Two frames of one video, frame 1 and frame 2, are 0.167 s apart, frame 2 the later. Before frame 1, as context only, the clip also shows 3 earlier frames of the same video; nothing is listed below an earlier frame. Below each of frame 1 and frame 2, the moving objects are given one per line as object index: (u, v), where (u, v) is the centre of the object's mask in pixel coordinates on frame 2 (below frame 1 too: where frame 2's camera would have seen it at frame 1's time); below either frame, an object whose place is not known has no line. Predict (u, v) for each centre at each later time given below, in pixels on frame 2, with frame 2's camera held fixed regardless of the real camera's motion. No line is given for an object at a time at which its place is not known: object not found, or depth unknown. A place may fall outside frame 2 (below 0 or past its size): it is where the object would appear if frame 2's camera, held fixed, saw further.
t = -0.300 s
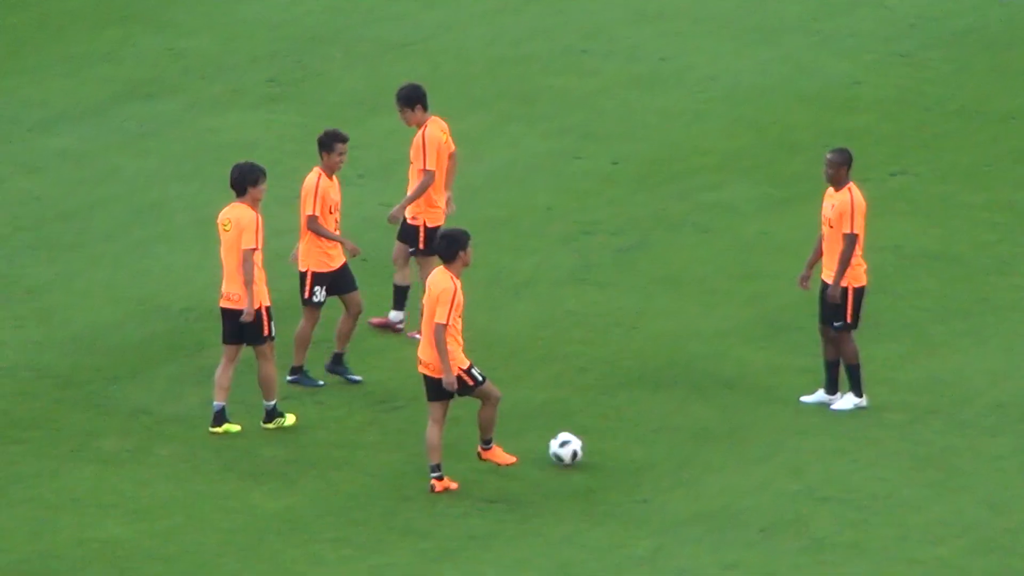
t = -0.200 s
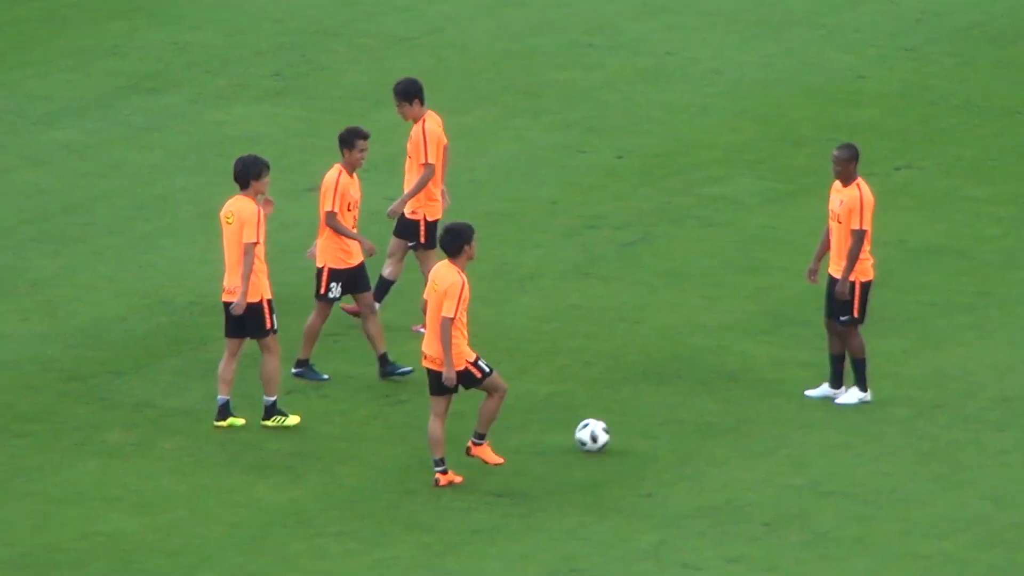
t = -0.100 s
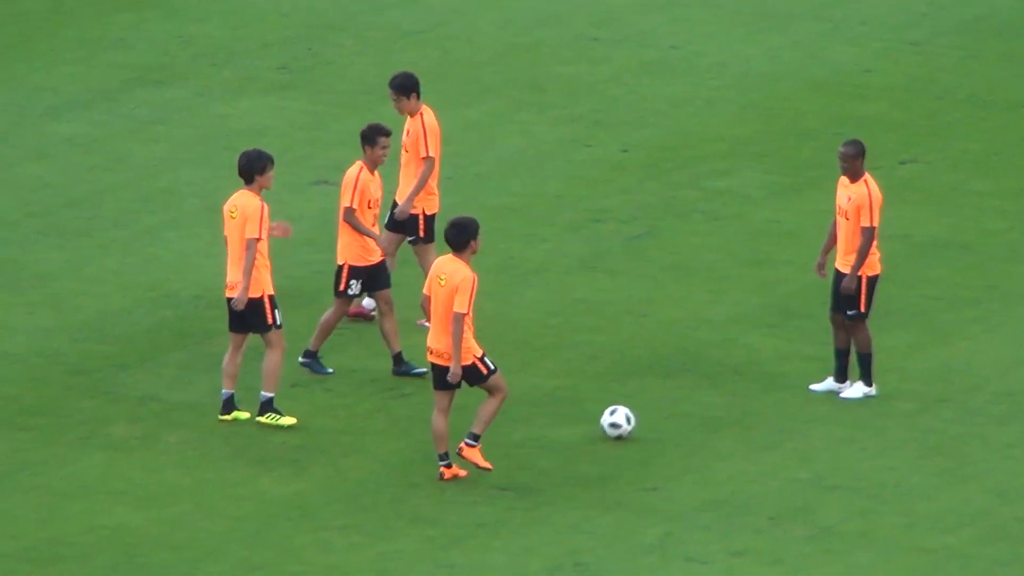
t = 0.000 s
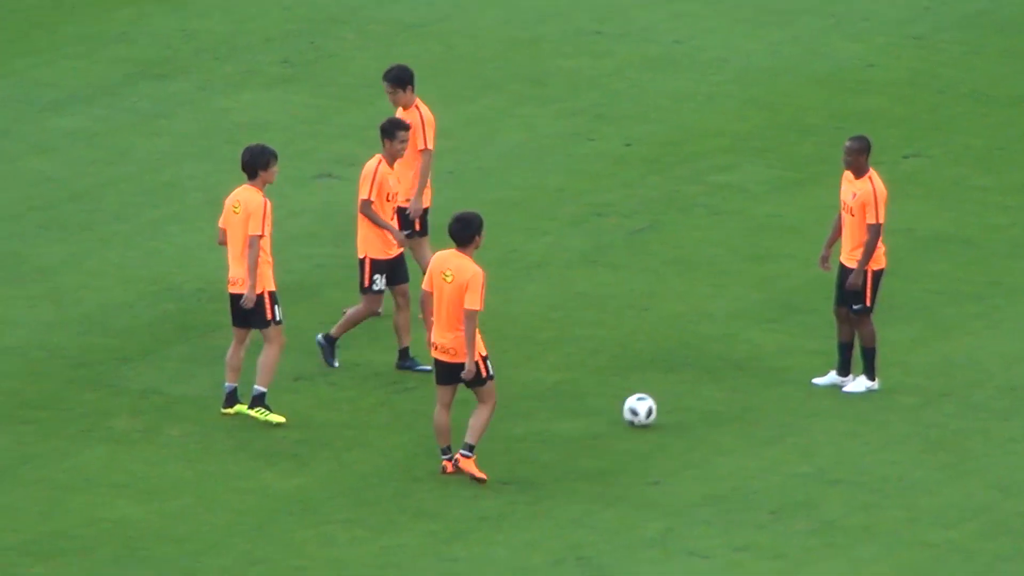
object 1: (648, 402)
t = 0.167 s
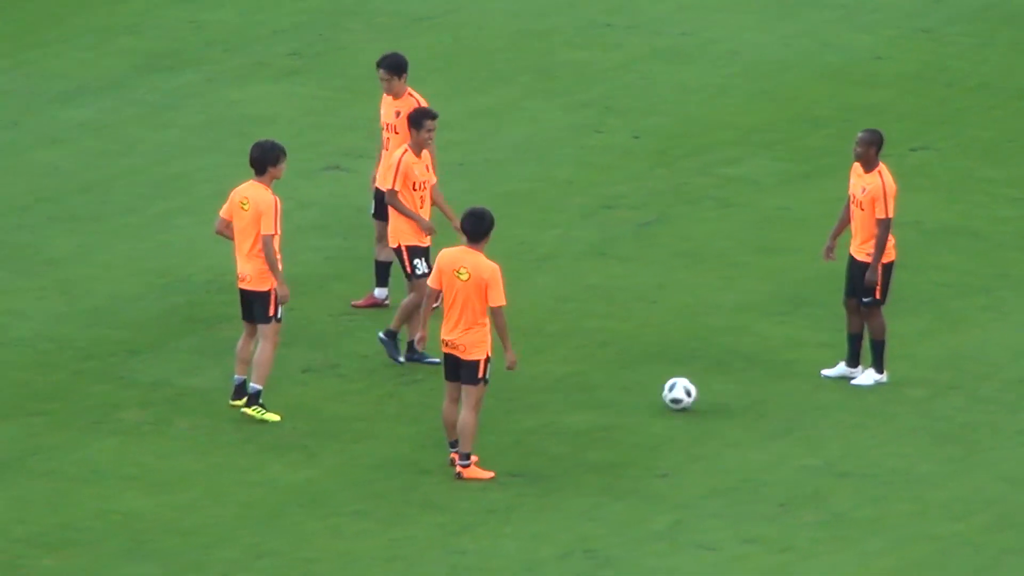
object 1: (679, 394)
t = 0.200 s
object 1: (685, 392)
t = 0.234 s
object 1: (691, 391)
